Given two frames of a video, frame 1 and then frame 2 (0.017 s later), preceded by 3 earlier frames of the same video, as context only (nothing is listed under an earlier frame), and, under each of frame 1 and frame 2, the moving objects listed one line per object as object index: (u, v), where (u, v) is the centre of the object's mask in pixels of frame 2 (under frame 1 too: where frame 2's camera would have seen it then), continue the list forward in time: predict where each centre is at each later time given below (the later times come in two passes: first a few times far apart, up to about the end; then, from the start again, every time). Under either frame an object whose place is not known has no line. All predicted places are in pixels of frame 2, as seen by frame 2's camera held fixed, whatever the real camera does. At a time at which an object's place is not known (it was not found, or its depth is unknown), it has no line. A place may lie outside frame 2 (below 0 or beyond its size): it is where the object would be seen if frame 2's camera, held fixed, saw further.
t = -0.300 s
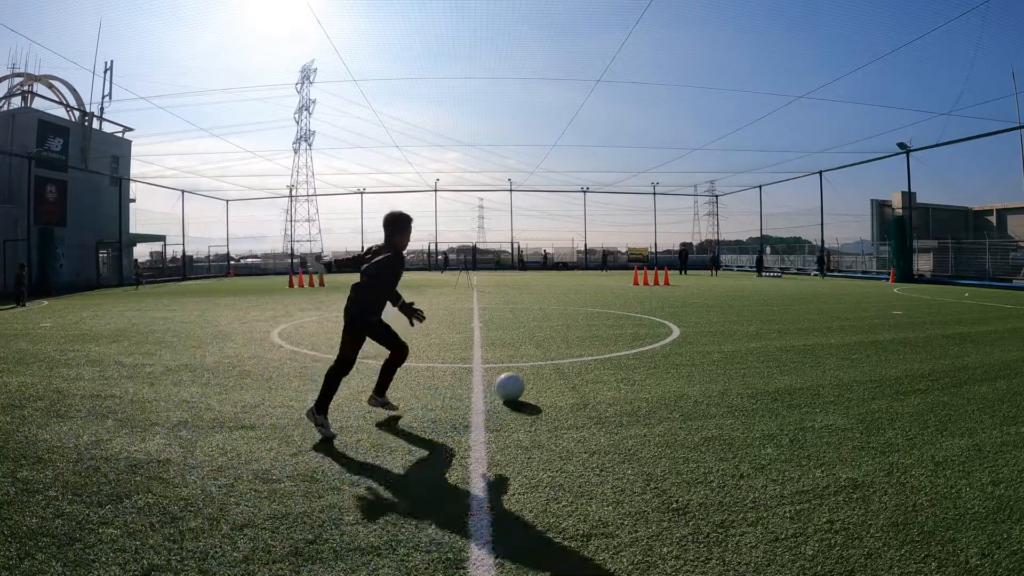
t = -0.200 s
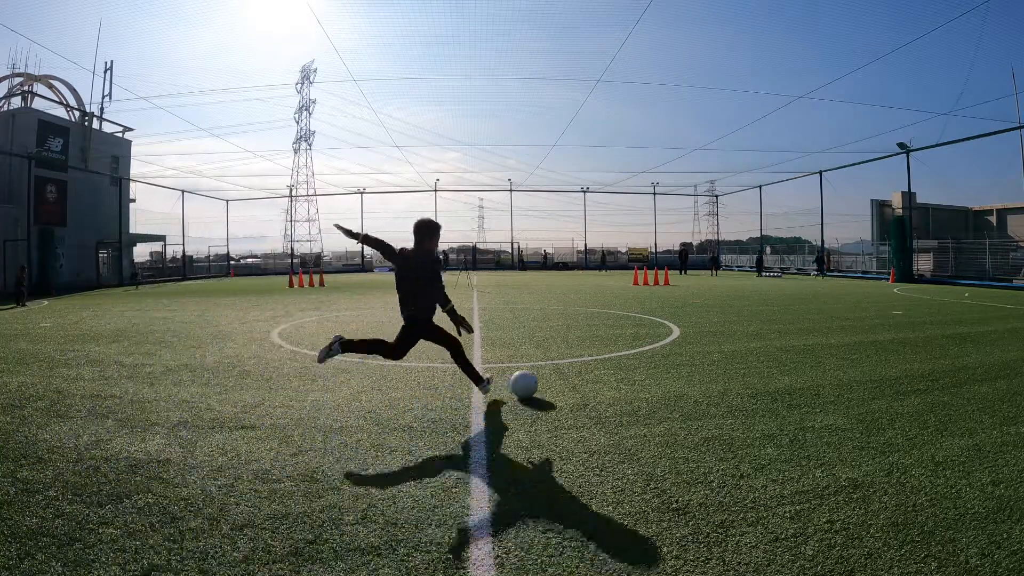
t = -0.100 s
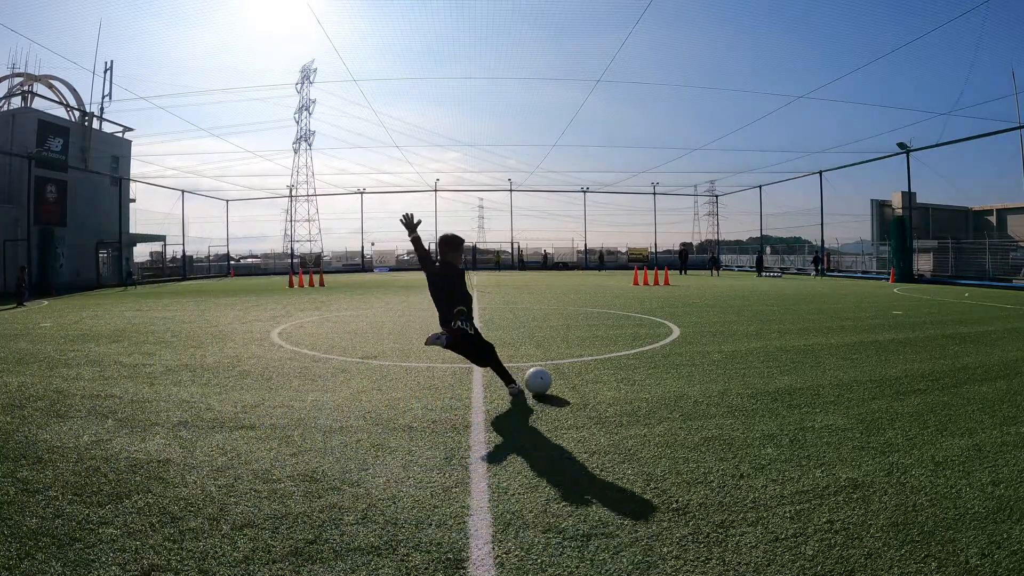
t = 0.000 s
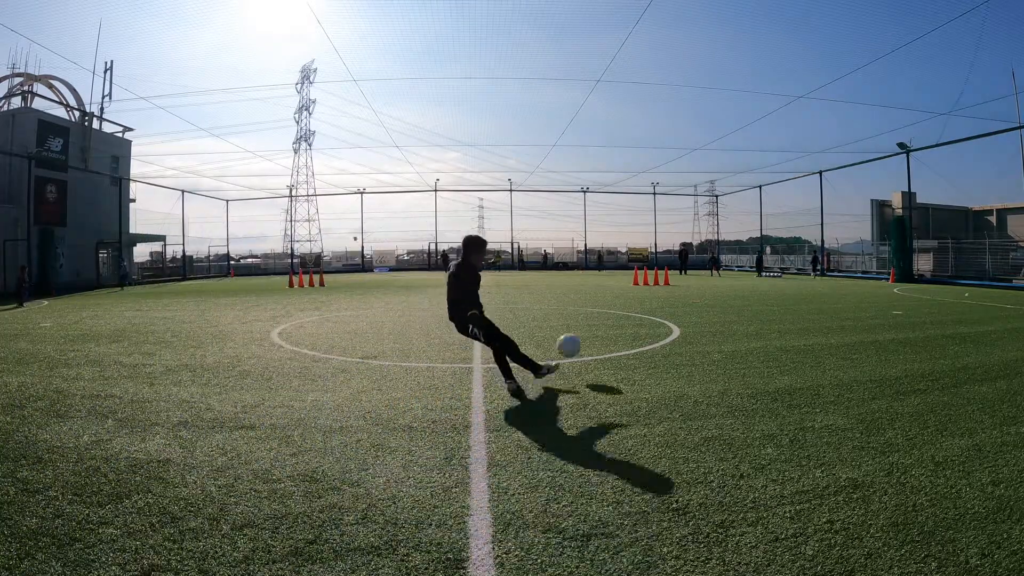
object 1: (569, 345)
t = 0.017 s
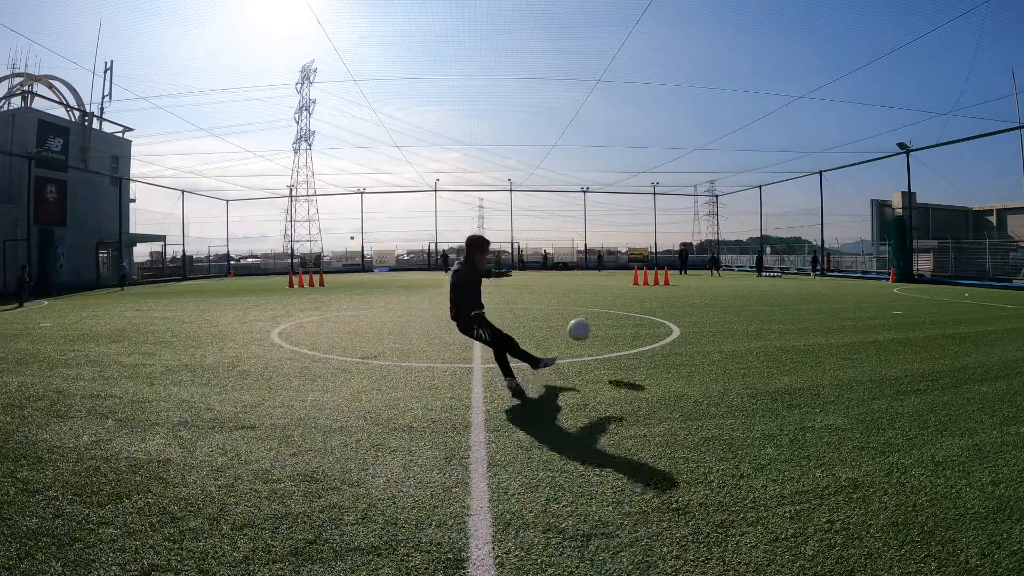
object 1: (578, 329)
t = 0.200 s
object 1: (639, 238)
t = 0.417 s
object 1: (663, 207)
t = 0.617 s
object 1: (672, 204)
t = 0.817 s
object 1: (677, 211)
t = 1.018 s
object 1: (679, 225)
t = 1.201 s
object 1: (680, 241)
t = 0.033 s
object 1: (587, 316)
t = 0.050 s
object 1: (596, 303)
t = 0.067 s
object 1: (603, 292)
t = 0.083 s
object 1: (609, 283)
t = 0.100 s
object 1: (614, 274)
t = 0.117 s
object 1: (620, 266)
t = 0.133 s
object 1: (624, 260)
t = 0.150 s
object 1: (627, 253)
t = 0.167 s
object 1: (633, 248)
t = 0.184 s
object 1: (636, 242)
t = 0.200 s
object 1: (639, 238)
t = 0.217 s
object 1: (642, 233)
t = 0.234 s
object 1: (644, 230)
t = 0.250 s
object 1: (647, 226)
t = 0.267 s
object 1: (649, 223)
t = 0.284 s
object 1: (651, 220)
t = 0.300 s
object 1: (653, 218)
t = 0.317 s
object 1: (655, 216)
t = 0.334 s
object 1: (656, 214)
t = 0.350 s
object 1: (658, 212)
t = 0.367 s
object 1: (659, 210)
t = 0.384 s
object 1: (661, 209)
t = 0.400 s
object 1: (662, 208)
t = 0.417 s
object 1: (663, 207)
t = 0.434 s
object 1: (664, 206)
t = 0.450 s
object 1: (665, 205)
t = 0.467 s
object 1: (666, 204)
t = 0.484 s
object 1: (667, 204)
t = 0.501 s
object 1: (668, 204)
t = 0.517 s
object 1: (668, 203)
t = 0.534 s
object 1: (669, 203)
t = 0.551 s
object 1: (670, 203)
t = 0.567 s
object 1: (670, 203)
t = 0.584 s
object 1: (671, 203)
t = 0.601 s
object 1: (672, 203)
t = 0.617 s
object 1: (672, 204)
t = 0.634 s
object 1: (673, 204)
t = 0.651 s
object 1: (673, 205)
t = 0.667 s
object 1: (674, 205)
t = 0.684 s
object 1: (674, 205)
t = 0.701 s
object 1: (674, 206)
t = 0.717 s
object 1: (675, 206)
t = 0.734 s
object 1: (675, 207)
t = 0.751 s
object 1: (676, 208)
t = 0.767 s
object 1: (676, 209)
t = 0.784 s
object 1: (677, 209)
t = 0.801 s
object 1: (677, 210)
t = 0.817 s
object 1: (677, 211)
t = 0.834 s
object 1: (677, 212)
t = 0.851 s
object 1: (678, 213)
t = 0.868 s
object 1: (678, 214)
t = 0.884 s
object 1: (678, 216)
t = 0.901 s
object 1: (678, 216)
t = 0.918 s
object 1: (678, 218)
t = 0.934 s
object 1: (679, 219)
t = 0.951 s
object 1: (679, 220)
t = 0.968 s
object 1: (679, 221)
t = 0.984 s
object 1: (679, 222)
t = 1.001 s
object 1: (679, 224)
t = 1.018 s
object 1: (679, 225)
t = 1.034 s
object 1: (680, 226)
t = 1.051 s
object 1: (680, 227)
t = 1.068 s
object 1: (680, 229)
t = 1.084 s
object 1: (680, 231)
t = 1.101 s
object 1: (680, 232)
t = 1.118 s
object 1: (680, 233)
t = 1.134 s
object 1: (680, 235)
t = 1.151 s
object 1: (680, 236)
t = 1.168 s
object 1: (680, 238)
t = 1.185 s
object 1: (680, 239)
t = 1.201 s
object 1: (680, 241)
